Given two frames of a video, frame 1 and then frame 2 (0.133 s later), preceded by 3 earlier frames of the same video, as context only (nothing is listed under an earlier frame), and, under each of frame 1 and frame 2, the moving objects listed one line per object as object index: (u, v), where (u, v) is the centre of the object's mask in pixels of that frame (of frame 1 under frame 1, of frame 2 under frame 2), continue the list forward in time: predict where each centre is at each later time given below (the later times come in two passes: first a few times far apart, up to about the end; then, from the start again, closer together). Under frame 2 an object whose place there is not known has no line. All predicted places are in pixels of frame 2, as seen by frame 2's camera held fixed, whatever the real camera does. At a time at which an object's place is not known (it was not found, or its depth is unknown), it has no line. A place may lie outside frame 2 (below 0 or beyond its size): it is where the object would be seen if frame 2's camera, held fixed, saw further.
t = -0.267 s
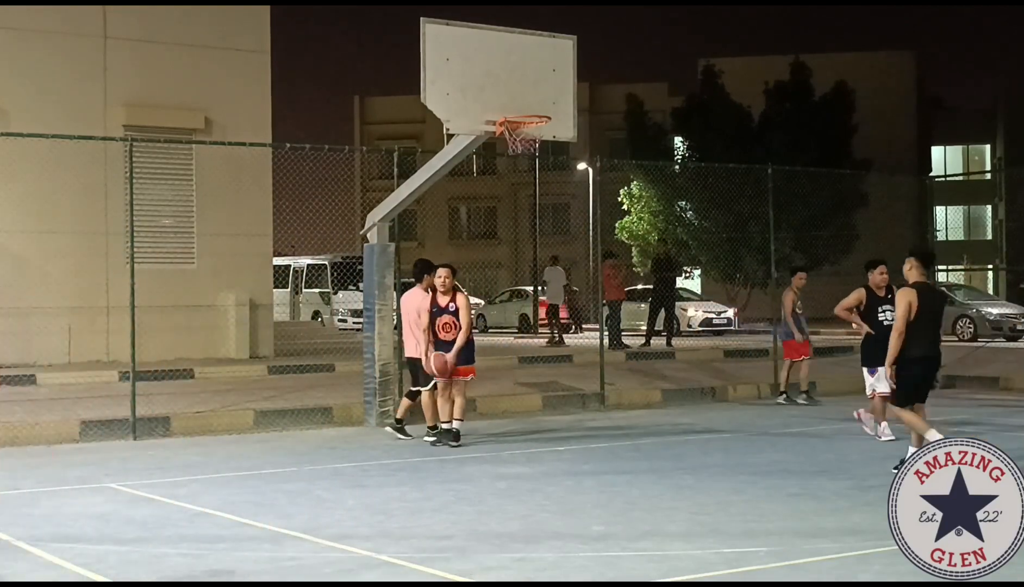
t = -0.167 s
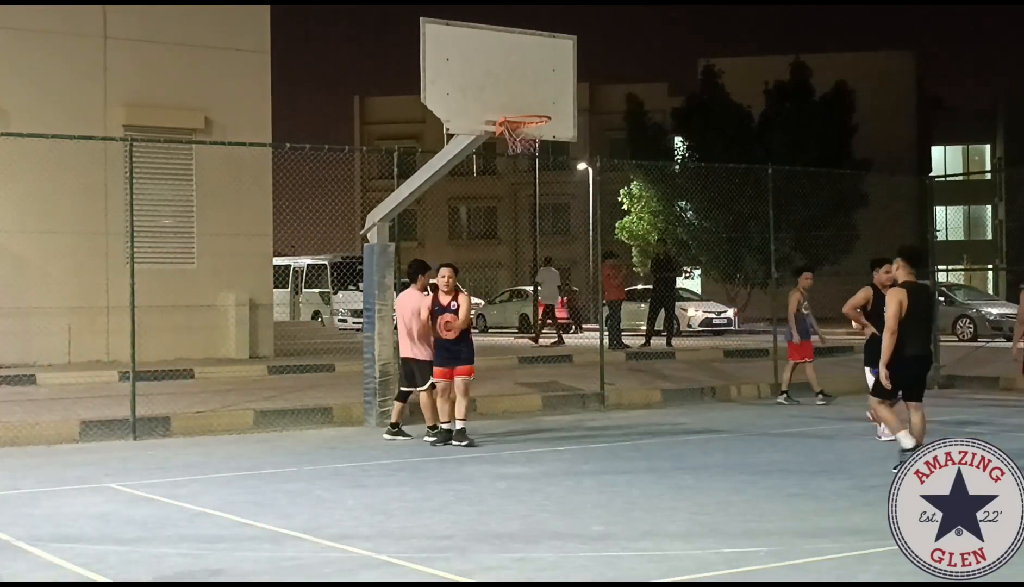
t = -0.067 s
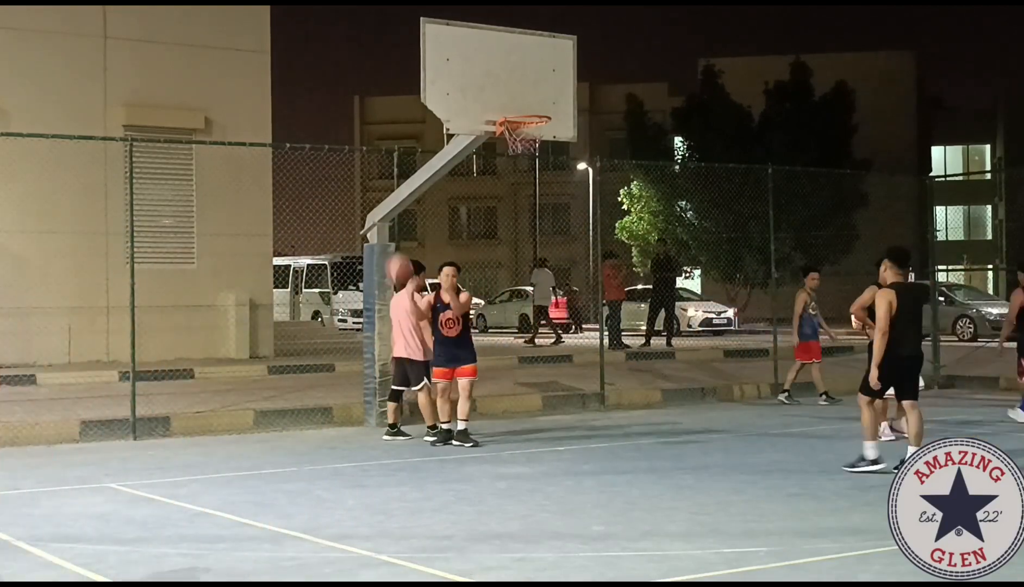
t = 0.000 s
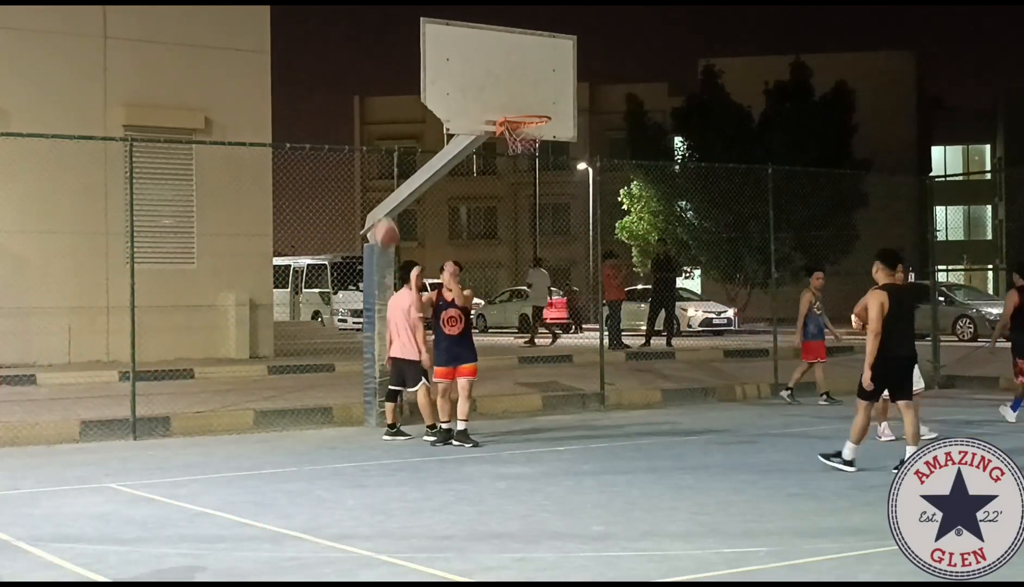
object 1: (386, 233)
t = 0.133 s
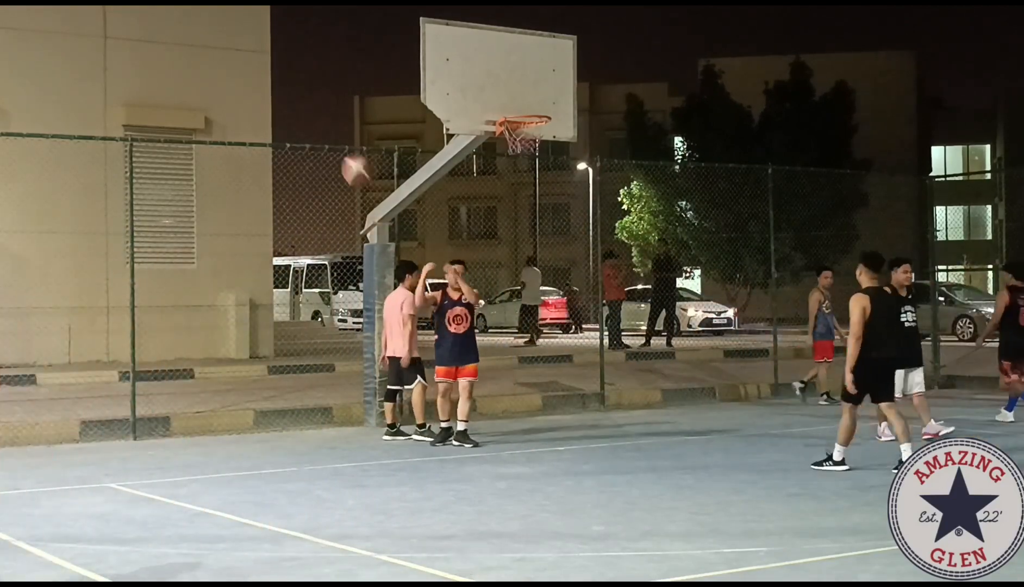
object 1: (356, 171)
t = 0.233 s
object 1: (335, 136)
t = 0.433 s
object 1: (287, 101)
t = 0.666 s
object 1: (226, 126)
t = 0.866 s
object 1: (168, 218)
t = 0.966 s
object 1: (137, 292)
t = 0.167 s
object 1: (349, 157)
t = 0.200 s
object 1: (341, 145)
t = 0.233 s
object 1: (335, 136)
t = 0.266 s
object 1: (326, 126)
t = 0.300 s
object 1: (319, 119)
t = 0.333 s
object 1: (312, 112)
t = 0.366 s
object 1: (303, 107)
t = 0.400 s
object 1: (295, 103)
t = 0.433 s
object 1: (287, 101)
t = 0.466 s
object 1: (278, 100)
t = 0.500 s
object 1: (270, 100)
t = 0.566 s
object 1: (253, 105)
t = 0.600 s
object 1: (244, 111)
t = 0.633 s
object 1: (235, 118)
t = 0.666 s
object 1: (226, 126)
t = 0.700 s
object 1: (217, 136)
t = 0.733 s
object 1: (207, 148)
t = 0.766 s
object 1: (198, 163)
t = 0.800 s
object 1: (187, 180)
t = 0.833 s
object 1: (178, 197)
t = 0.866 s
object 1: (168, 218)
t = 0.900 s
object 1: (157, 240)
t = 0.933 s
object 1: (147, 266)
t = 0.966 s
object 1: (137, 292)
